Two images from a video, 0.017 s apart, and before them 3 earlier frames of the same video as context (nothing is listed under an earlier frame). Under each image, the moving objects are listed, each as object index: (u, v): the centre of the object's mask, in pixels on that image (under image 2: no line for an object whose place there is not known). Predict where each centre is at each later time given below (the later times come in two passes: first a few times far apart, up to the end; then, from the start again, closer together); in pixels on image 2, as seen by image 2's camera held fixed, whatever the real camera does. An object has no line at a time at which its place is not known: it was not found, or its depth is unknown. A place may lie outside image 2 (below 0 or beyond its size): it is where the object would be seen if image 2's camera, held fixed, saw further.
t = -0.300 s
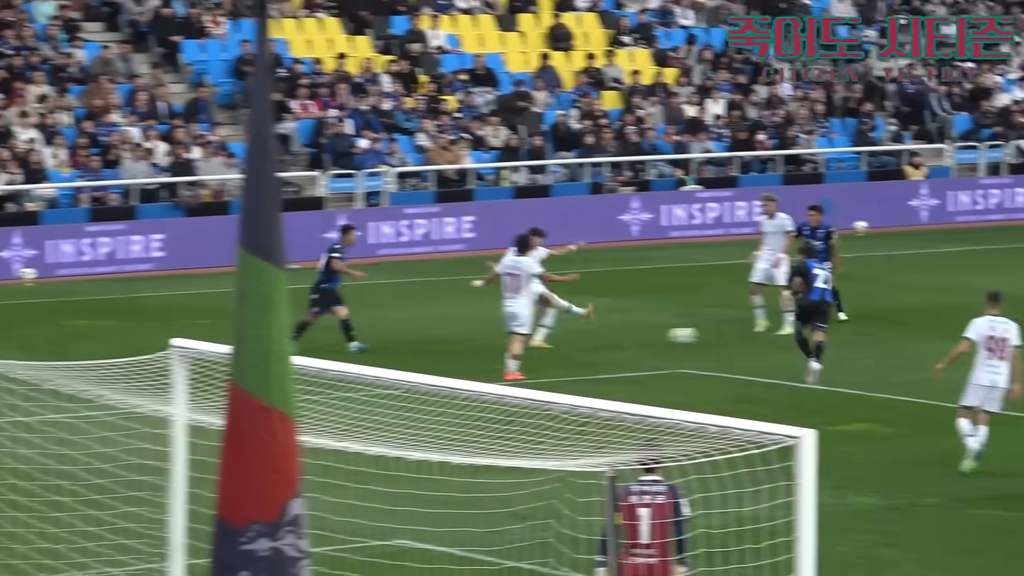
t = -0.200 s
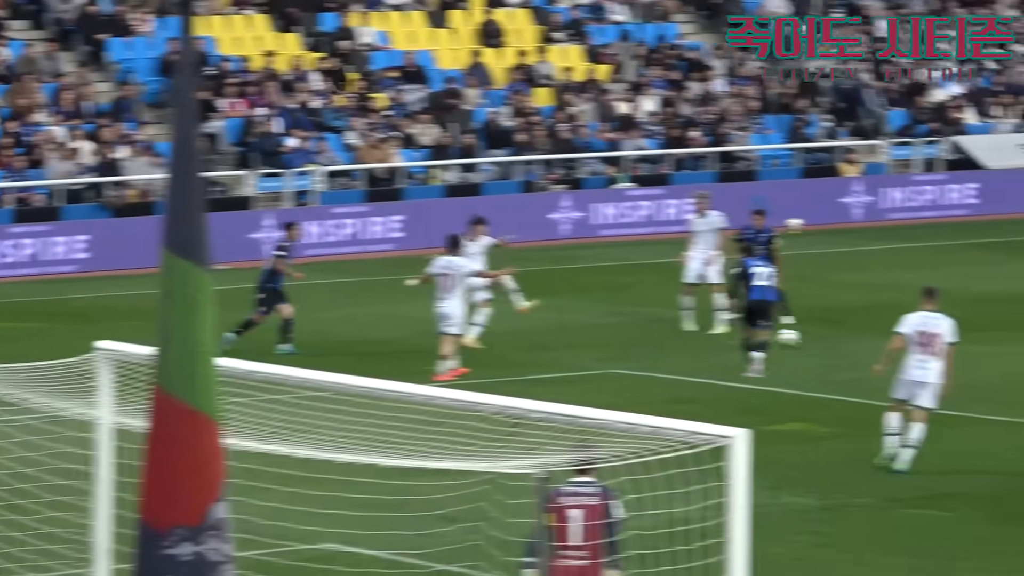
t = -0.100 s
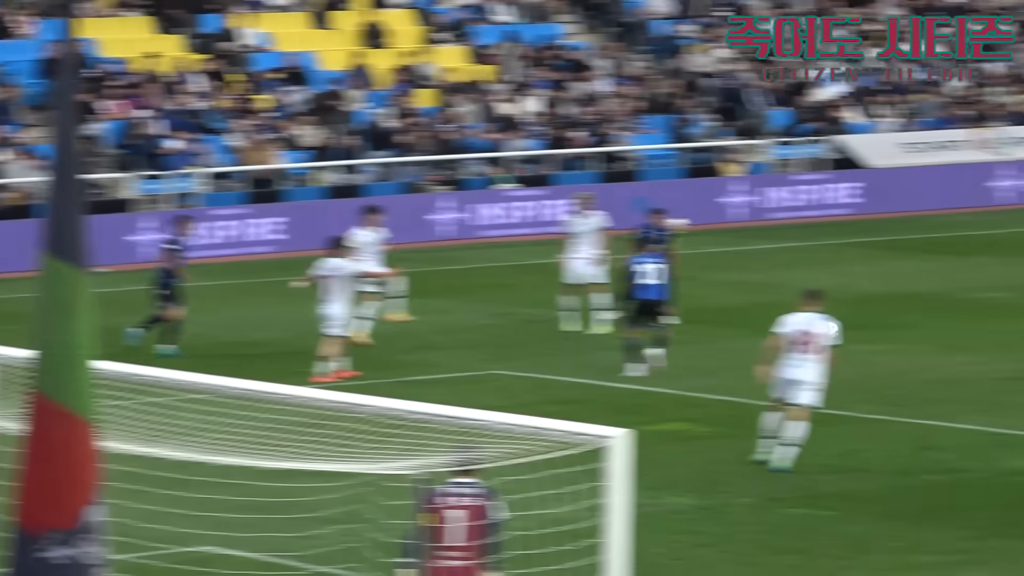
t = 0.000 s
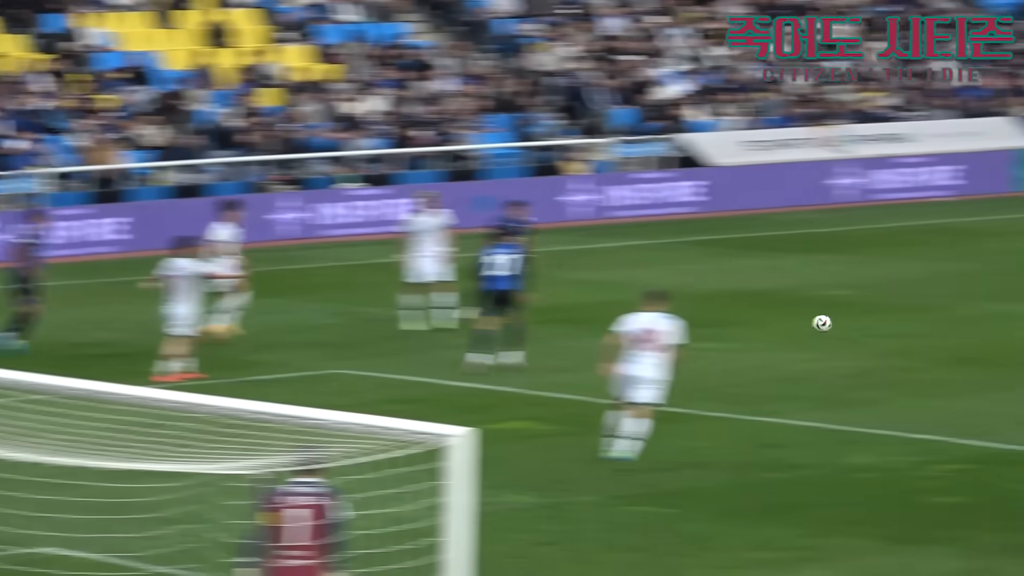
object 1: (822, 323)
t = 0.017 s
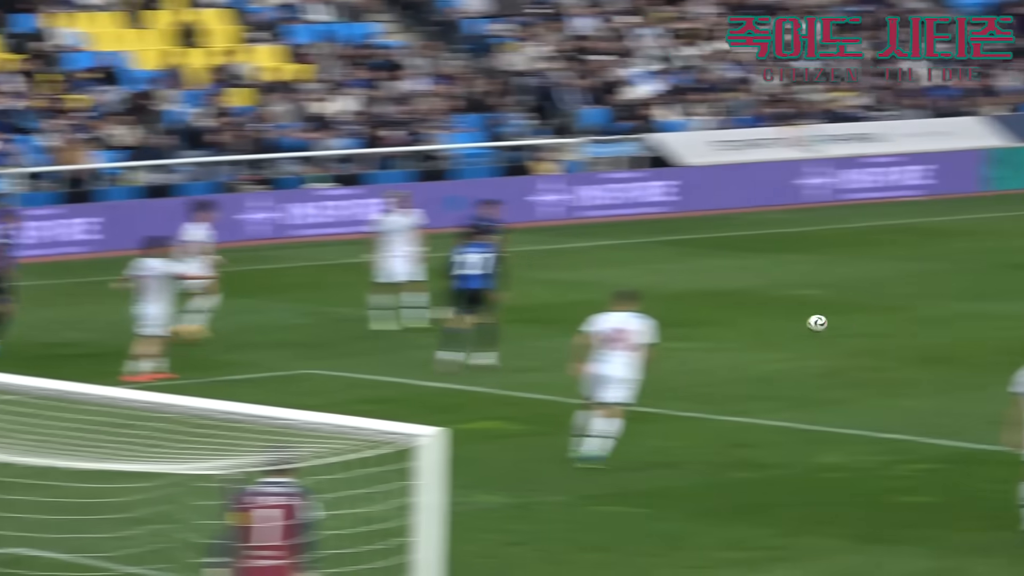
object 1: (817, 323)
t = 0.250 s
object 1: (1167, 322)
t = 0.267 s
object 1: (1193, 323)
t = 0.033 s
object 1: (842, 324)
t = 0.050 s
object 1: (868, 324)
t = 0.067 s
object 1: (894, 326)
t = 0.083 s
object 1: (921, 329)
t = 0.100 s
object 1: (947, 331)
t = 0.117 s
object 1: (971, 330)
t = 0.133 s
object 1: (995, 327)
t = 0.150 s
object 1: (1020, 326)
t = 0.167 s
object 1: (1044, 324)
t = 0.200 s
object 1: (1095, 323)
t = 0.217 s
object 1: (1119, 322)
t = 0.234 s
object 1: (1142, 322)
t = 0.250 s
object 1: (1167, 322)
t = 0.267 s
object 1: (1193, 323)
